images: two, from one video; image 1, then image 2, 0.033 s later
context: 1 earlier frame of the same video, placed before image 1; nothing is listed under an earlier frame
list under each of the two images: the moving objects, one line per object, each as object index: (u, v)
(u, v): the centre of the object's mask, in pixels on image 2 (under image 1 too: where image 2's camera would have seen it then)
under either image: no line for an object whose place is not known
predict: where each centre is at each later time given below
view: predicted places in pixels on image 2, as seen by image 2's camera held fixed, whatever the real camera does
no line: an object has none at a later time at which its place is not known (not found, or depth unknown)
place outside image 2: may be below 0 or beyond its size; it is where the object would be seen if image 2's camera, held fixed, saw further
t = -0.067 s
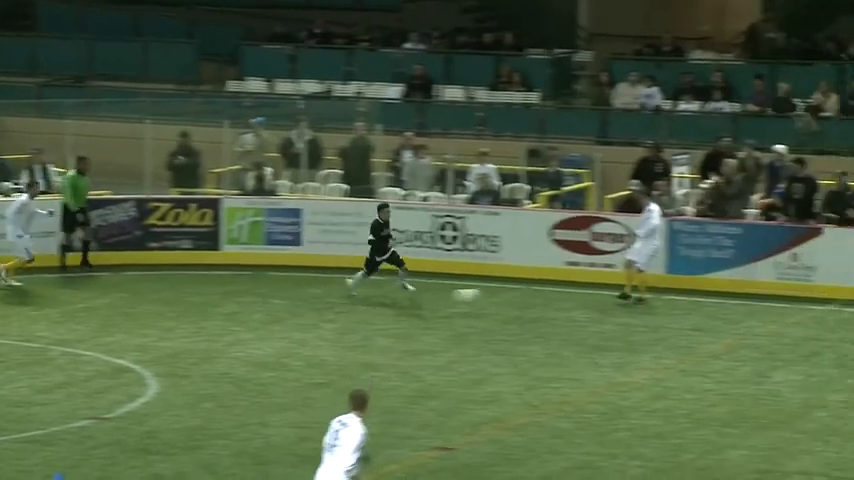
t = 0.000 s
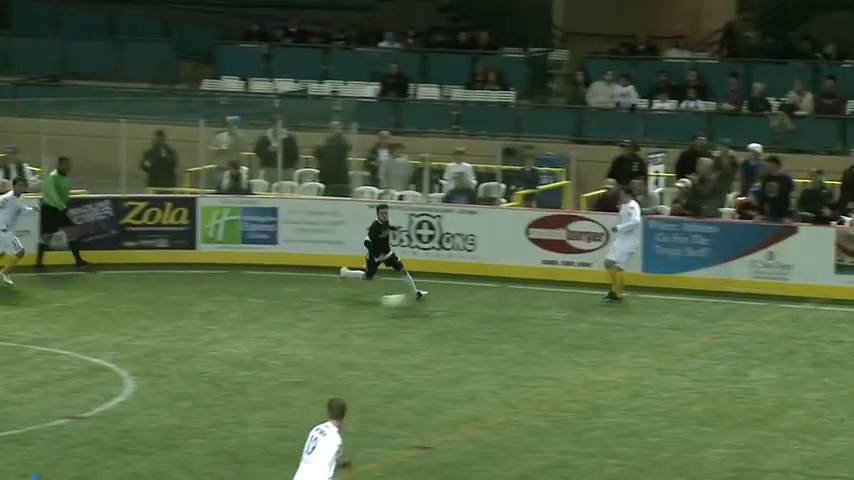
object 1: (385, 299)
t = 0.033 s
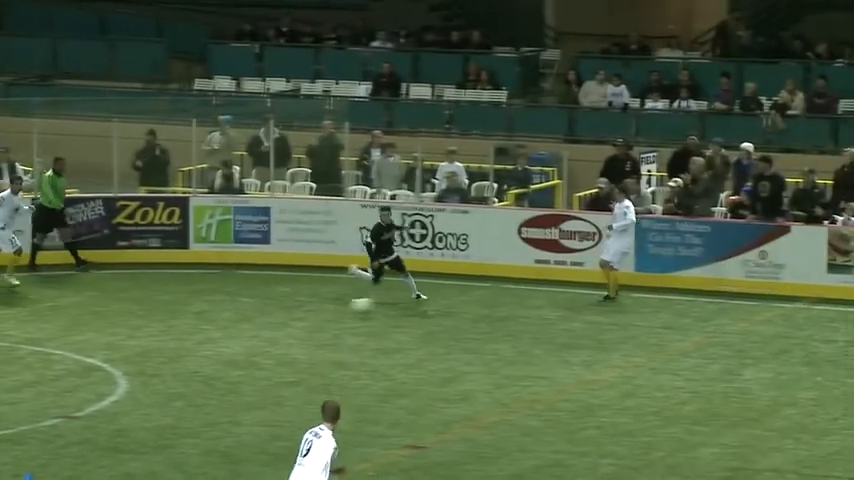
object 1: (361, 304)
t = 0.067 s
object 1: (336, 311)
